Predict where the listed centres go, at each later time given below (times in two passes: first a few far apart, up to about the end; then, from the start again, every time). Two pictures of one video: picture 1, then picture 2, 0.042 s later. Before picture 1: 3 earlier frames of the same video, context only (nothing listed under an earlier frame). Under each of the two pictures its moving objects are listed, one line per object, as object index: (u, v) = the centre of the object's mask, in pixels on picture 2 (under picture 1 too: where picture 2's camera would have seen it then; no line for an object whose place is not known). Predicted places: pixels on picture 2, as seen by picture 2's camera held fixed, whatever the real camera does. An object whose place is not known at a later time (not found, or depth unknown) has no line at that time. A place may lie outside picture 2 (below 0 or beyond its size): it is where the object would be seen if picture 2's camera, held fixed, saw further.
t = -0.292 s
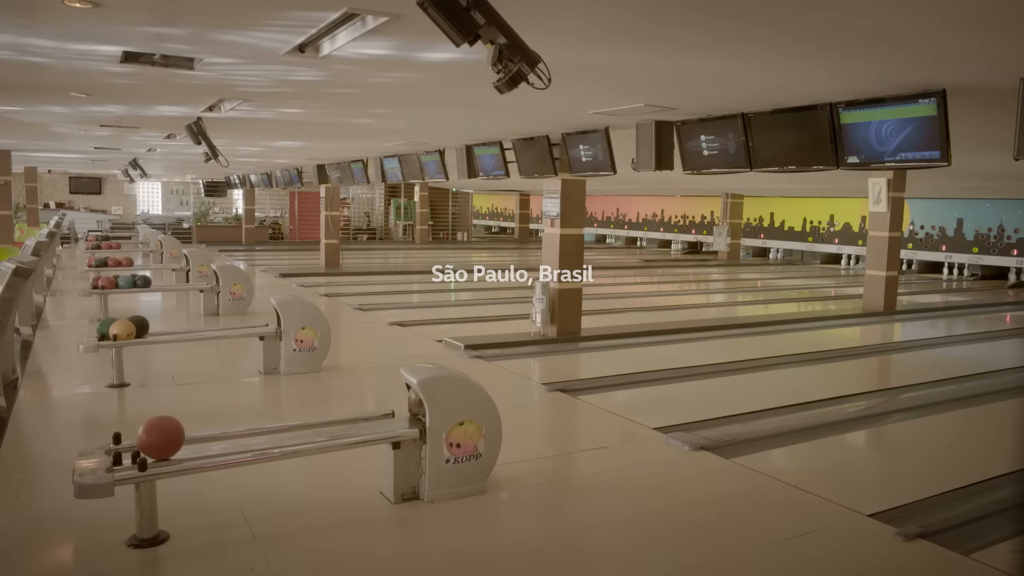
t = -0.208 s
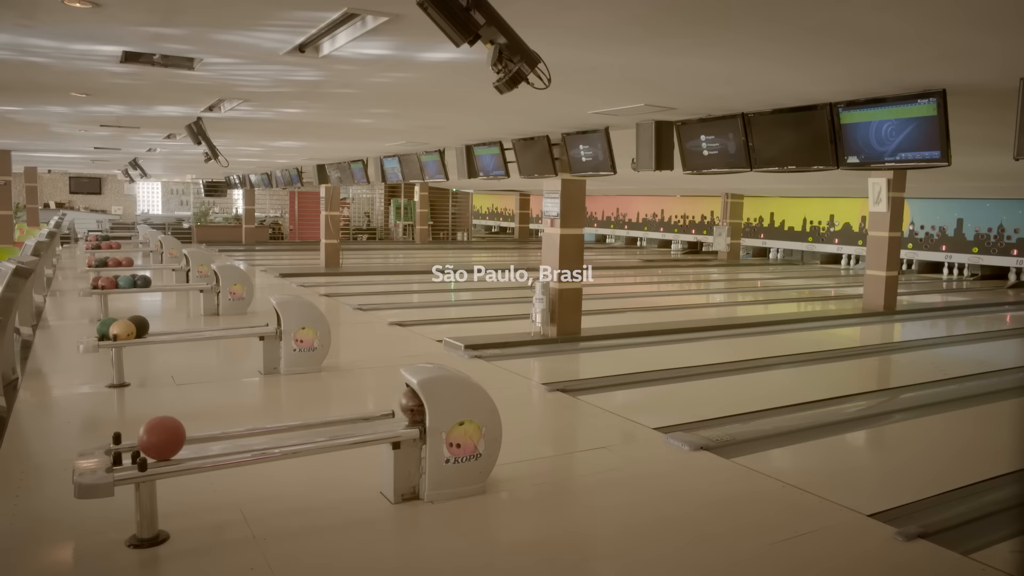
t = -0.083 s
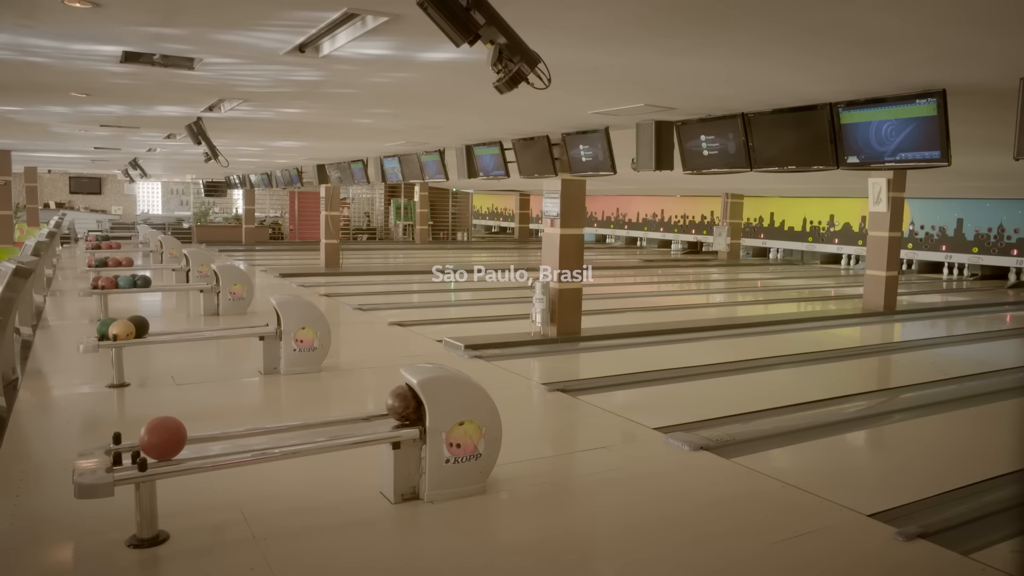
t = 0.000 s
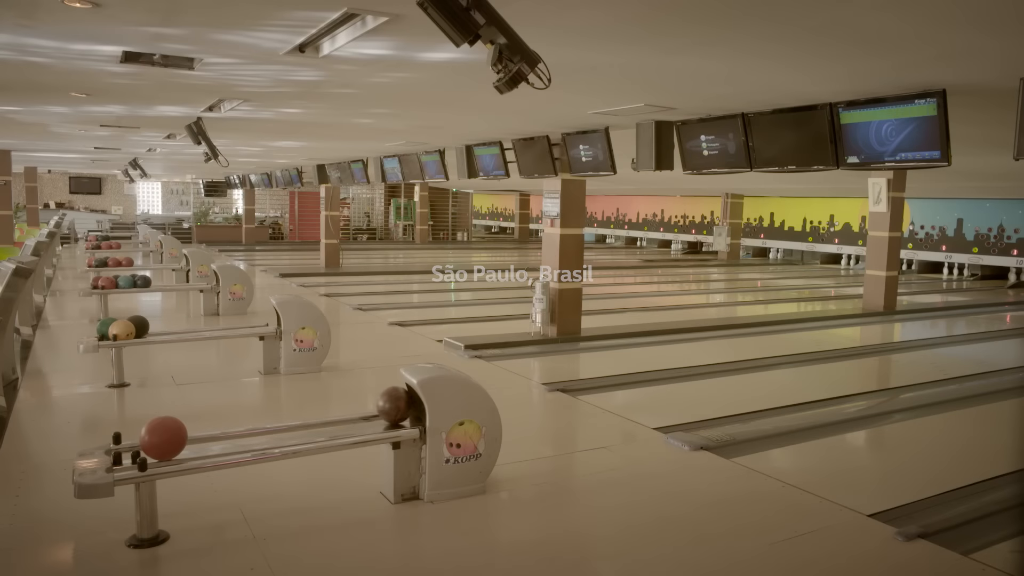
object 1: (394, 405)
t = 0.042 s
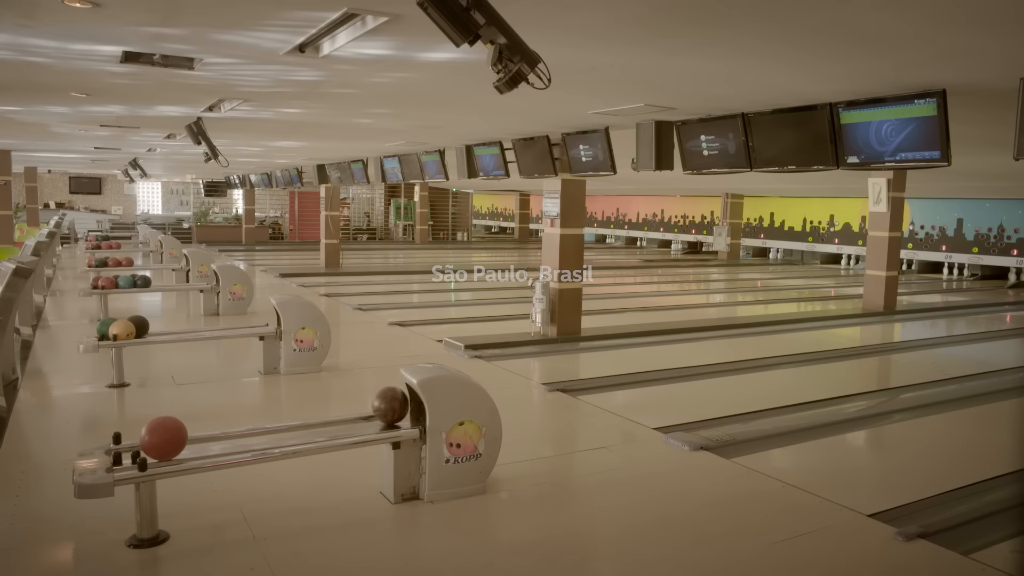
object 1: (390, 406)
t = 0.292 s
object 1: (362, 411)
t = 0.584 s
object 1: (325, 417)
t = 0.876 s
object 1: (282, 422)
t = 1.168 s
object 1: (236, 427)
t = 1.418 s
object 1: (207, 430)
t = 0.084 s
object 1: (386, 406)
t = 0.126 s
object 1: (382, 407)
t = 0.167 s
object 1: (377, 408)
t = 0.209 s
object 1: (372, 409)
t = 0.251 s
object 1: (367, 410)
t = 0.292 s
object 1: (362, 411)
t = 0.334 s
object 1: (357, 411)
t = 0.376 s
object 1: (352, 412)
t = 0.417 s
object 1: (347, 413)
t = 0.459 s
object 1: (341, 414)
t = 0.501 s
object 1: (336, 415)
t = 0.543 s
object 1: (331, 416)
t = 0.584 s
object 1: (325, 417)
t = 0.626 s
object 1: (319, 418)
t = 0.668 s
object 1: (313, 419)
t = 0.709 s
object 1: (307, 420)
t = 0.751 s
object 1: (301, 420)
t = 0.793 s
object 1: (295, 421)
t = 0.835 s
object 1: (289, 422)
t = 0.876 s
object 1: (282, 422)
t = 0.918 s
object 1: (276, 423)
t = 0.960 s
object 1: (269, 423)
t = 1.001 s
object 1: (263, 424)
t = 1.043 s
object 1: (256, 424)
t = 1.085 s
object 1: (250, 425)
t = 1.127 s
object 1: (243, 426)
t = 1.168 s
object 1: (236, 427)
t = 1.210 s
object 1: (229, 428)
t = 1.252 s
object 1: (222, 429)
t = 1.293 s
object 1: (215, 430)
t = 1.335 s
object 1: (208, 430)
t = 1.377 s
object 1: (206, 431)
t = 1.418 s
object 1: (207, 430)
